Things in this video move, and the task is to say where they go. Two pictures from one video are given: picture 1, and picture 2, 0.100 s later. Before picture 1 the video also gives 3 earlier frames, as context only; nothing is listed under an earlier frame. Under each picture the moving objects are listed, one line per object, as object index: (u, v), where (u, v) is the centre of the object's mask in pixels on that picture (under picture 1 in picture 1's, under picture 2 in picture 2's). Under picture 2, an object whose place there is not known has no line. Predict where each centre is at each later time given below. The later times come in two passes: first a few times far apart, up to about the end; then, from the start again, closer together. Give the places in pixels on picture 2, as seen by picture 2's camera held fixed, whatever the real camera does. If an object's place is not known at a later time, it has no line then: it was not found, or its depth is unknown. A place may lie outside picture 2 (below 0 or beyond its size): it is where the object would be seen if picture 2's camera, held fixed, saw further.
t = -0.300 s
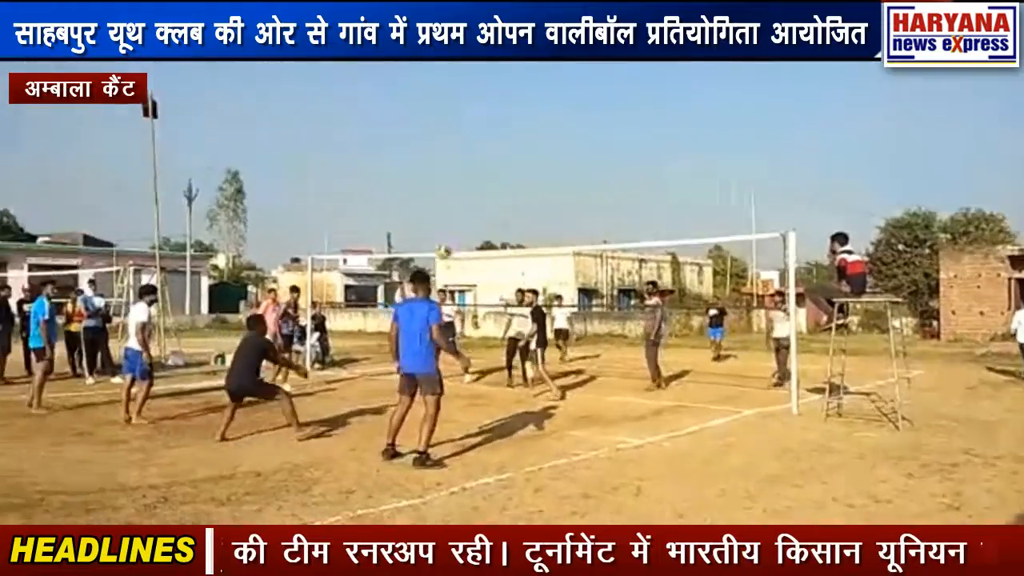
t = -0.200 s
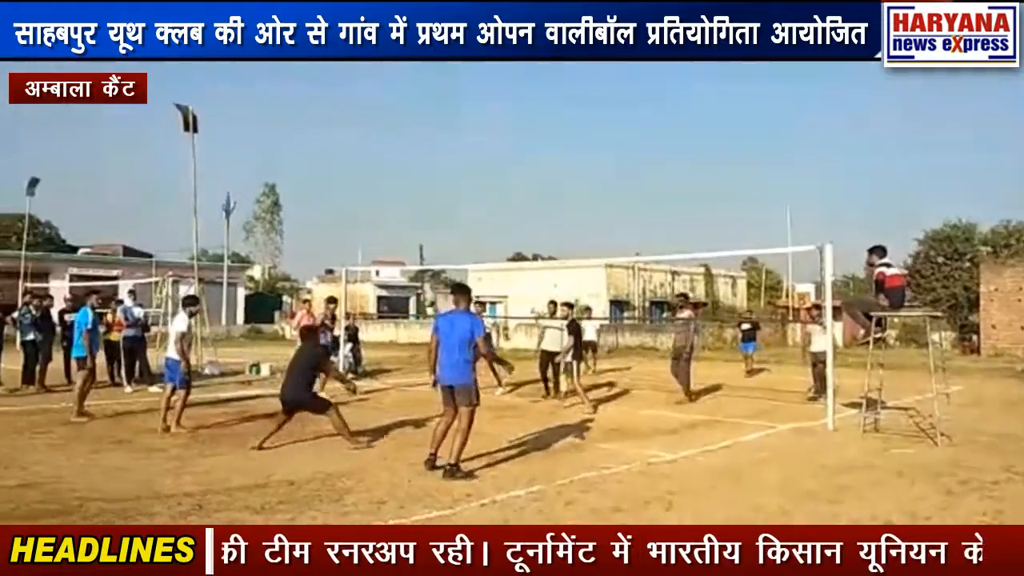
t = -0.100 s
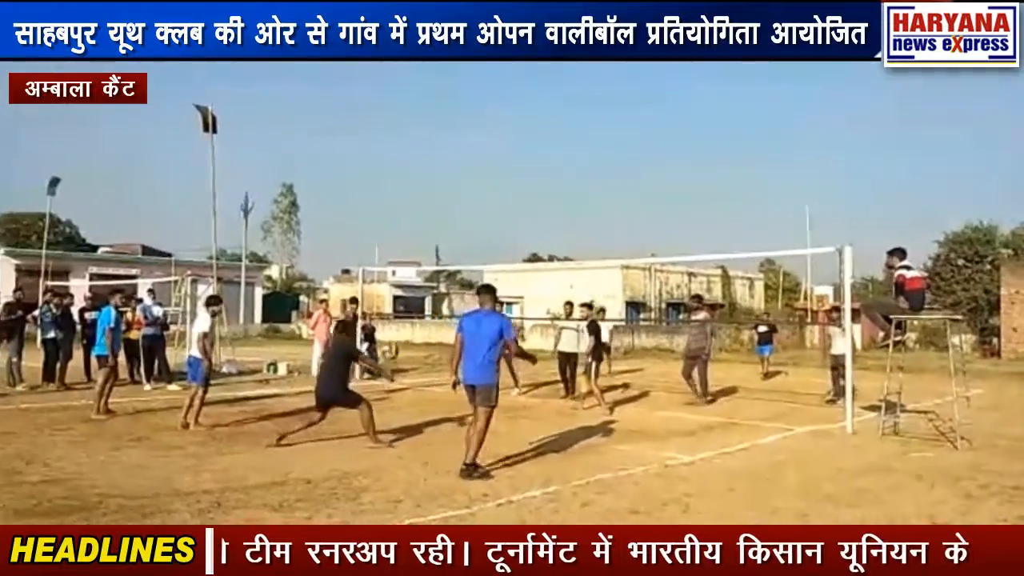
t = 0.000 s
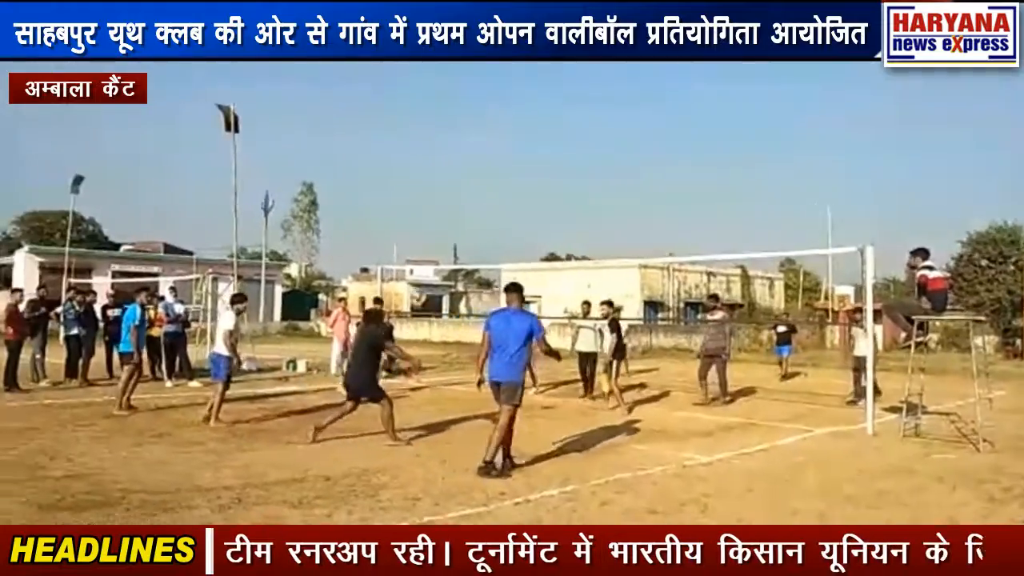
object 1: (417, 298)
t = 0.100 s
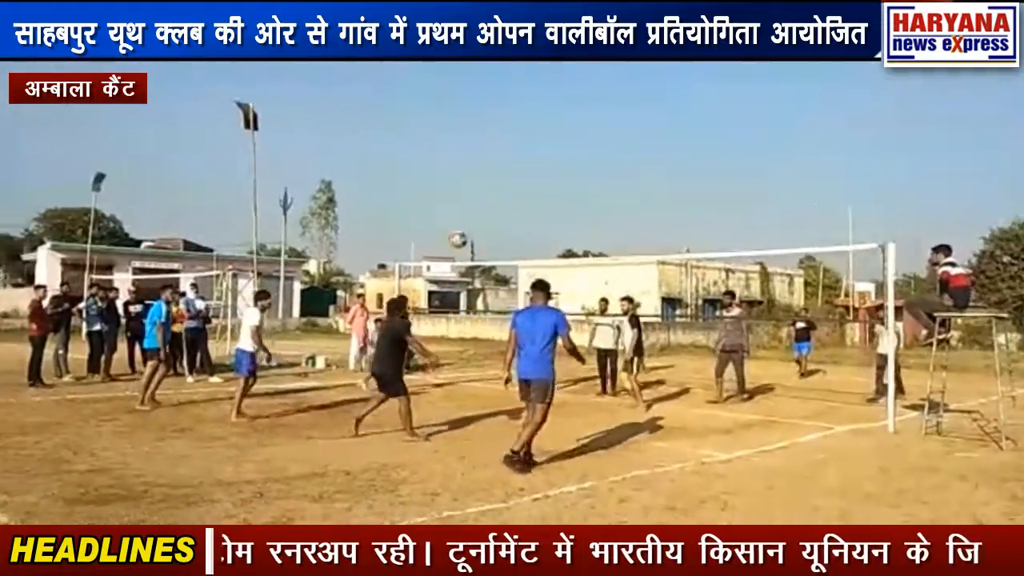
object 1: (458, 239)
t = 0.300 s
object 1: (495, 159)
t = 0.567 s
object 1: (535, 106)
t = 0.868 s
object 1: (575, 113)
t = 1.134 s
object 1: (608, 168)
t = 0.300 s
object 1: (495, 159)
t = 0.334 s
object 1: (500, 148)
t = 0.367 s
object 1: (505, 140)
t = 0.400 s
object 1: (511, 133)
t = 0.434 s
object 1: (517, 125)
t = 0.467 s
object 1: (521, 118)
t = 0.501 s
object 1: (526, 113)
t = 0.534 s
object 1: (531, 109)
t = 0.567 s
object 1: (535, 106)
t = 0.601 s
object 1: (540, 103)
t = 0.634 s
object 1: (543, 102)
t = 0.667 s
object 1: (548, 100)
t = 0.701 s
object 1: (553, 102)
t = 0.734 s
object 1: (558, 102)
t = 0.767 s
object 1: (563, 103)
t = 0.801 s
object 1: (567, 105)
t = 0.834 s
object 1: (571, 108)
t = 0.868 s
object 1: (575, 113)
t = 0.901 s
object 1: (580, 117)
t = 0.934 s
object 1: (584, 123)
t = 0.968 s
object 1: (588, 128)
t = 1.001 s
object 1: (592, 136)
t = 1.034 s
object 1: (596, 142)
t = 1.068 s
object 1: (600, 150)
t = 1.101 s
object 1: (605, 160)
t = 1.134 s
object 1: (608, 168)
